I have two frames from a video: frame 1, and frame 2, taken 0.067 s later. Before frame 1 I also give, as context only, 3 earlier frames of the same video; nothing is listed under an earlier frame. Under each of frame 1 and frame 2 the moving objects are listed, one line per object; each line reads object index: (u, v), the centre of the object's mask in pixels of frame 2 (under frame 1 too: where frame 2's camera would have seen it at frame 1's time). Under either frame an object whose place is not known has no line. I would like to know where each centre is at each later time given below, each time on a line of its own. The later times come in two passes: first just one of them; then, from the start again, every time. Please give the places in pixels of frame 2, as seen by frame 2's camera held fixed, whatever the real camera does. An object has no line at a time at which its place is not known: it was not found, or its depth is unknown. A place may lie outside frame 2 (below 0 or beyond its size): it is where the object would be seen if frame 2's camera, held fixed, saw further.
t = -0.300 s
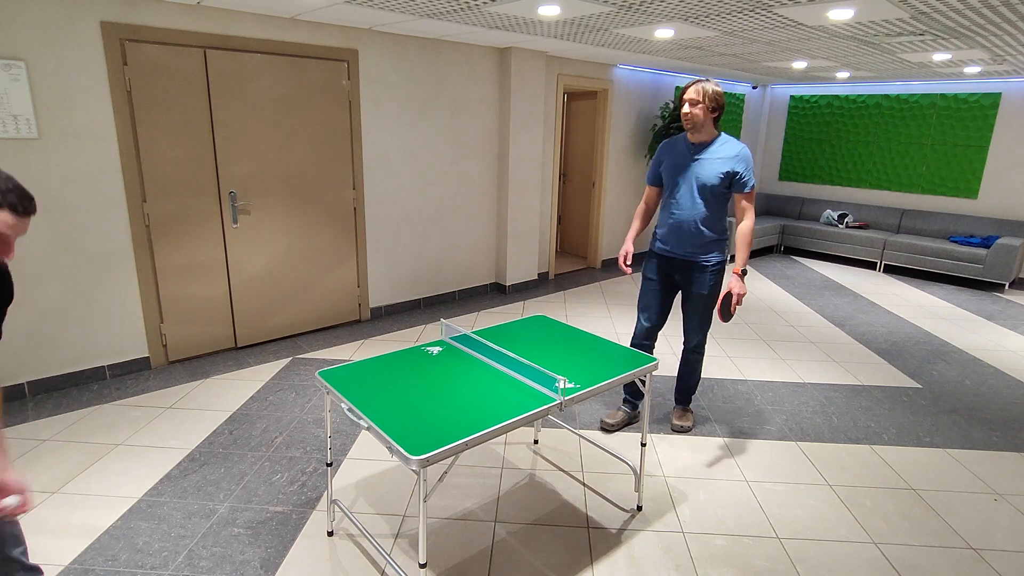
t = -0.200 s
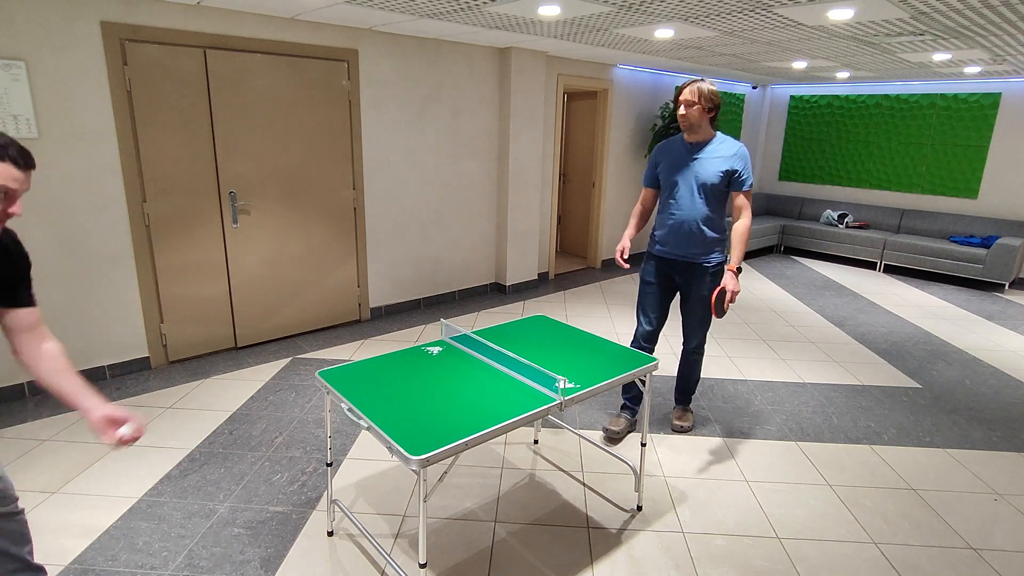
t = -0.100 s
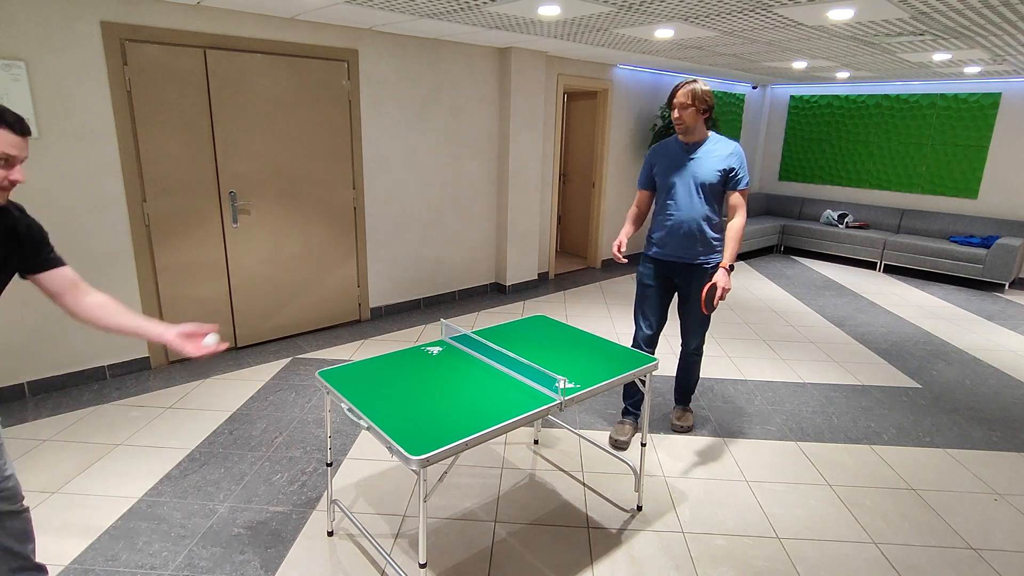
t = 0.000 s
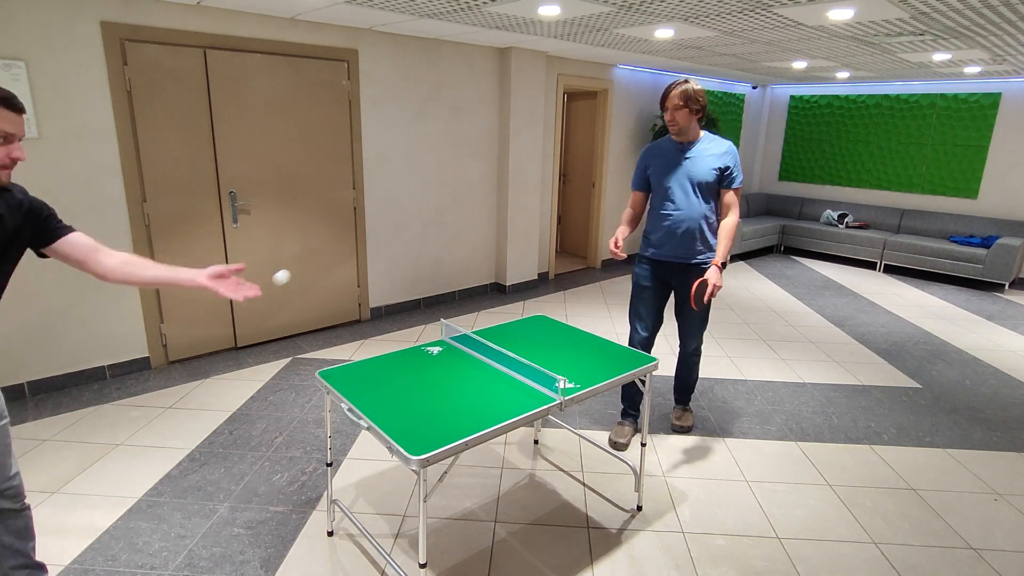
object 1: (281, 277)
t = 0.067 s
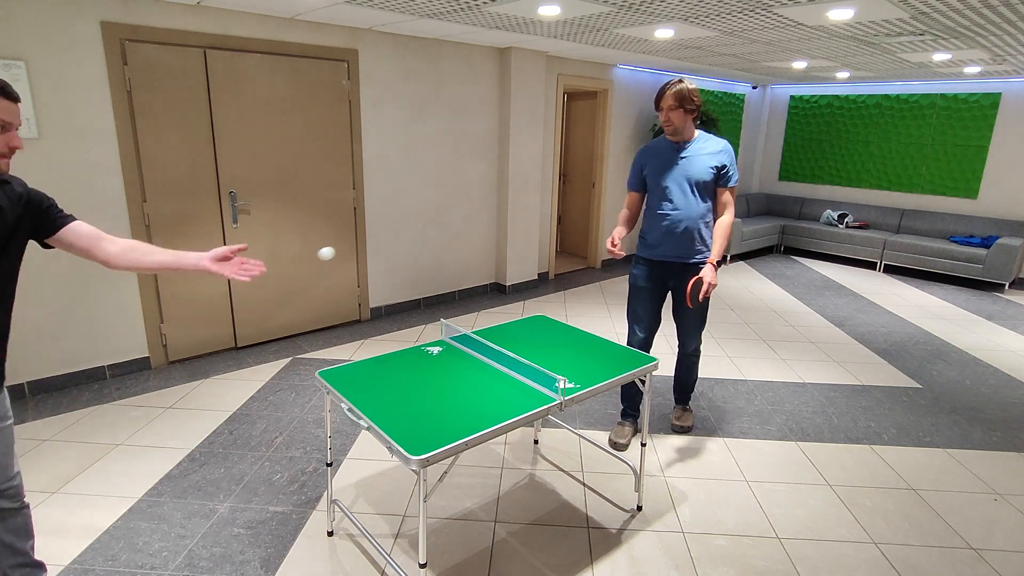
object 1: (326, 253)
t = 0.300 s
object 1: (458, 272)
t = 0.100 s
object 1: (348, 247)
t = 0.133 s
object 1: (368, 244)
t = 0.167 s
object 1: (388, 244)
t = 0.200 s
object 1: (407, 247)
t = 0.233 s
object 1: (425, 253)
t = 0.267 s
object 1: (442, 262)
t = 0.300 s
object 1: (458, 272)
